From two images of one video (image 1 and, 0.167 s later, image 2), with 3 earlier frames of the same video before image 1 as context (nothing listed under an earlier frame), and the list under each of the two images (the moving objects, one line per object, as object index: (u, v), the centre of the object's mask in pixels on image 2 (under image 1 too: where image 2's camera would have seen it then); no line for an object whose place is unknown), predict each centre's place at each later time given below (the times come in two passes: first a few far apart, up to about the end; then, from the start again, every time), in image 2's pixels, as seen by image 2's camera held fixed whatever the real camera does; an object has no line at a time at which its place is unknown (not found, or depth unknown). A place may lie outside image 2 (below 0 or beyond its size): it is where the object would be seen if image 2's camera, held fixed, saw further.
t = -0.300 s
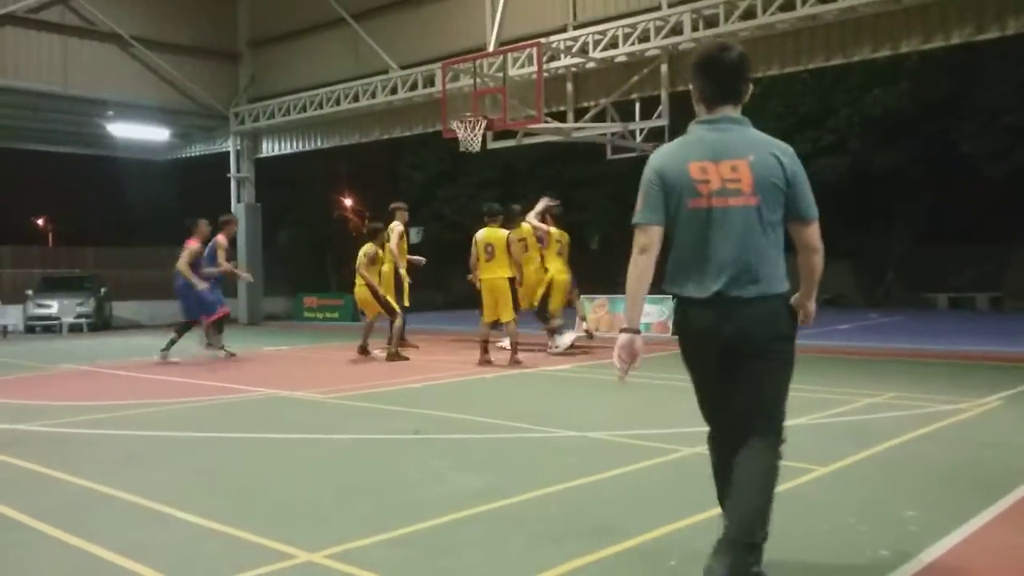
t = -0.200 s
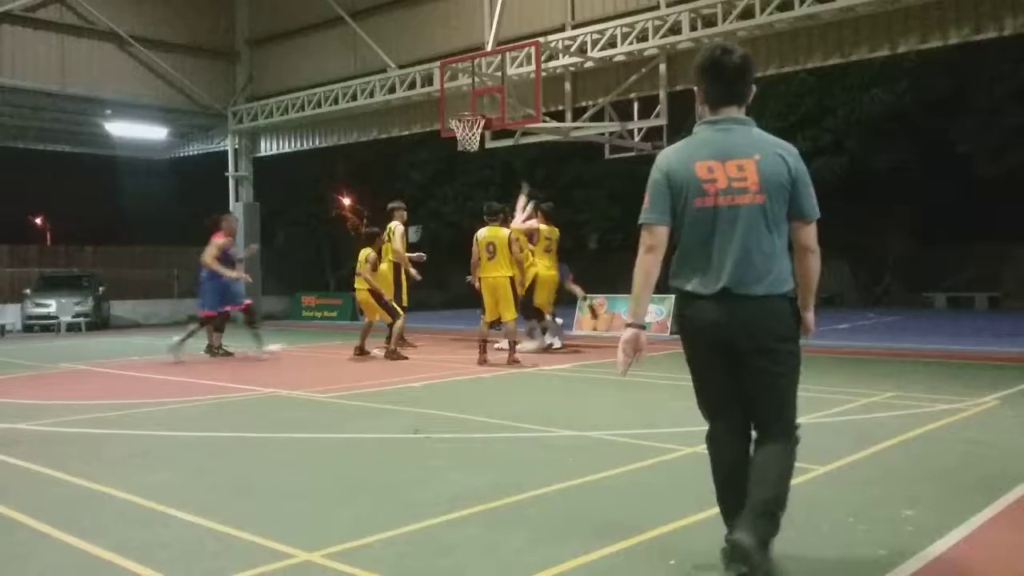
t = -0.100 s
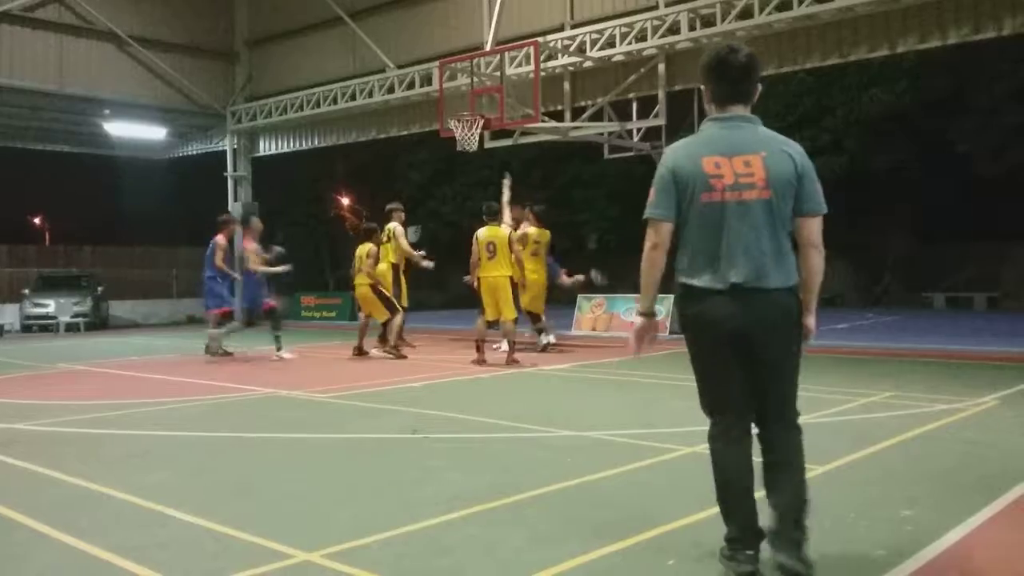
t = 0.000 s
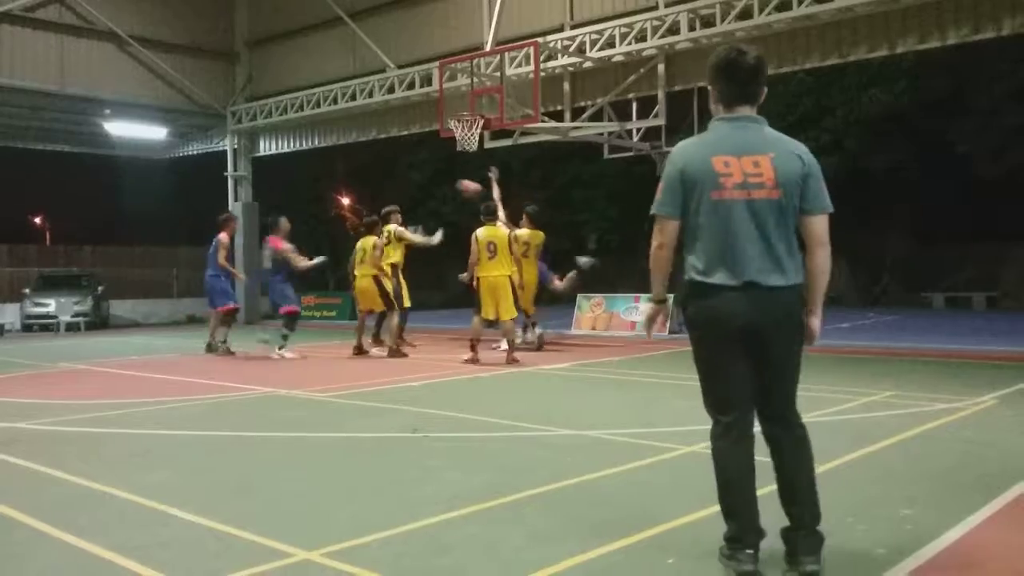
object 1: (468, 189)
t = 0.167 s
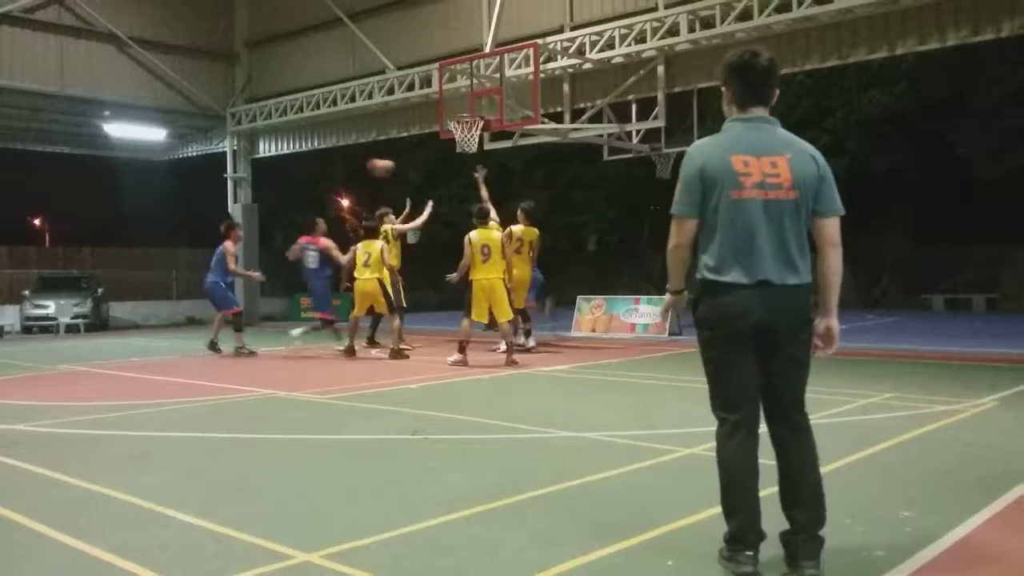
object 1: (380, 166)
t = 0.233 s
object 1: (343, 162)
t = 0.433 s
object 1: (231, 168)
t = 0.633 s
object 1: (119, 204)
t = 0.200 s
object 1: (362, 164)
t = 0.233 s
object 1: (343, 162)
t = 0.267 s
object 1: (326, 161)
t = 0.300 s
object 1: (307, 161)
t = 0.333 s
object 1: (289, 162)
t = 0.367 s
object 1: (270, 162)
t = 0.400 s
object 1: (252, 163)
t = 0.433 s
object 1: (231, 168)
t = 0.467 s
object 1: (211, 171)
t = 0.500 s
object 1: (190, 176)
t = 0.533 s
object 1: (171, 182)
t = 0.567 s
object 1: (154, 190)
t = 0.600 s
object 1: (136, 196)
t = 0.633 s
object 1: (119, 204)
